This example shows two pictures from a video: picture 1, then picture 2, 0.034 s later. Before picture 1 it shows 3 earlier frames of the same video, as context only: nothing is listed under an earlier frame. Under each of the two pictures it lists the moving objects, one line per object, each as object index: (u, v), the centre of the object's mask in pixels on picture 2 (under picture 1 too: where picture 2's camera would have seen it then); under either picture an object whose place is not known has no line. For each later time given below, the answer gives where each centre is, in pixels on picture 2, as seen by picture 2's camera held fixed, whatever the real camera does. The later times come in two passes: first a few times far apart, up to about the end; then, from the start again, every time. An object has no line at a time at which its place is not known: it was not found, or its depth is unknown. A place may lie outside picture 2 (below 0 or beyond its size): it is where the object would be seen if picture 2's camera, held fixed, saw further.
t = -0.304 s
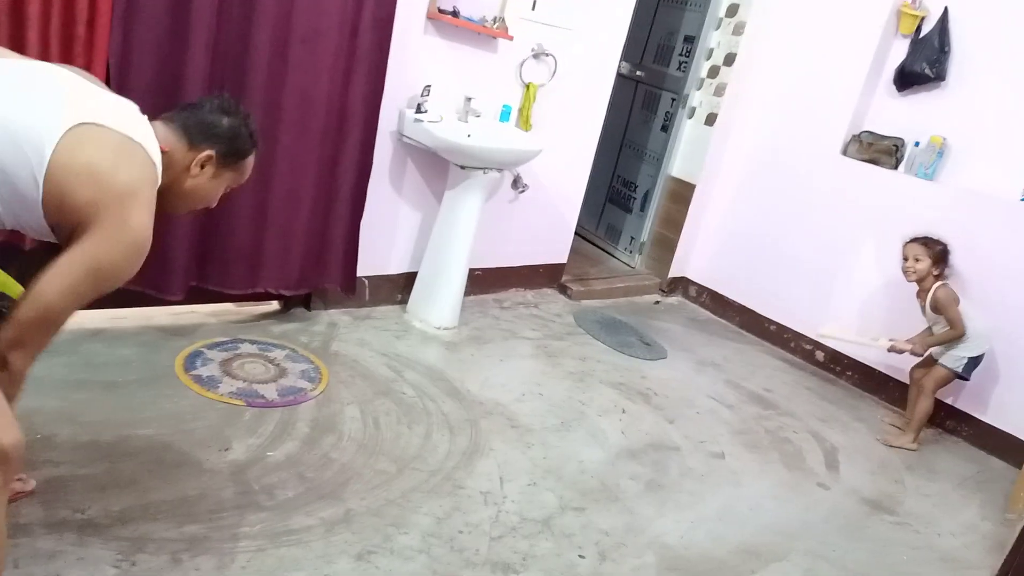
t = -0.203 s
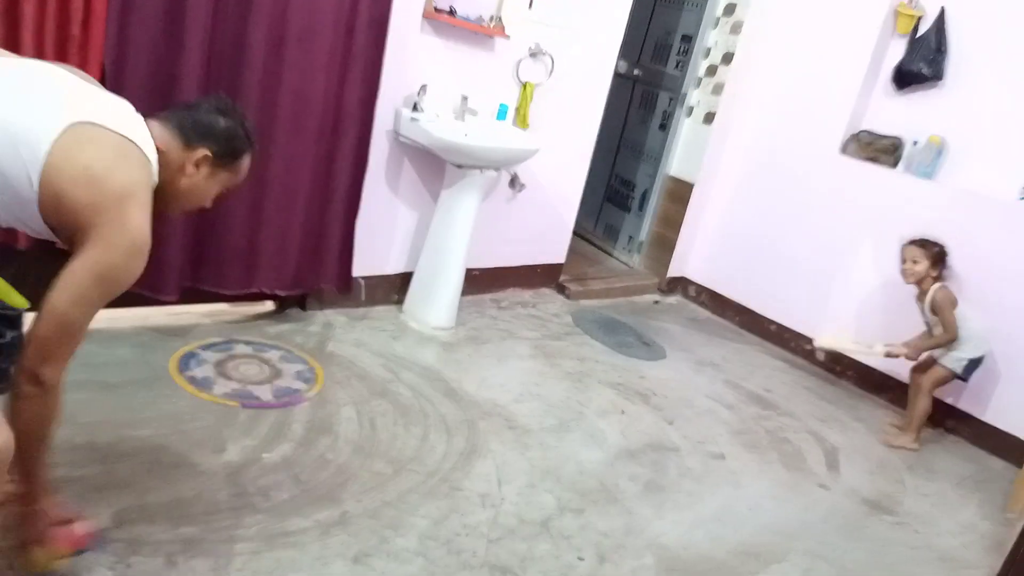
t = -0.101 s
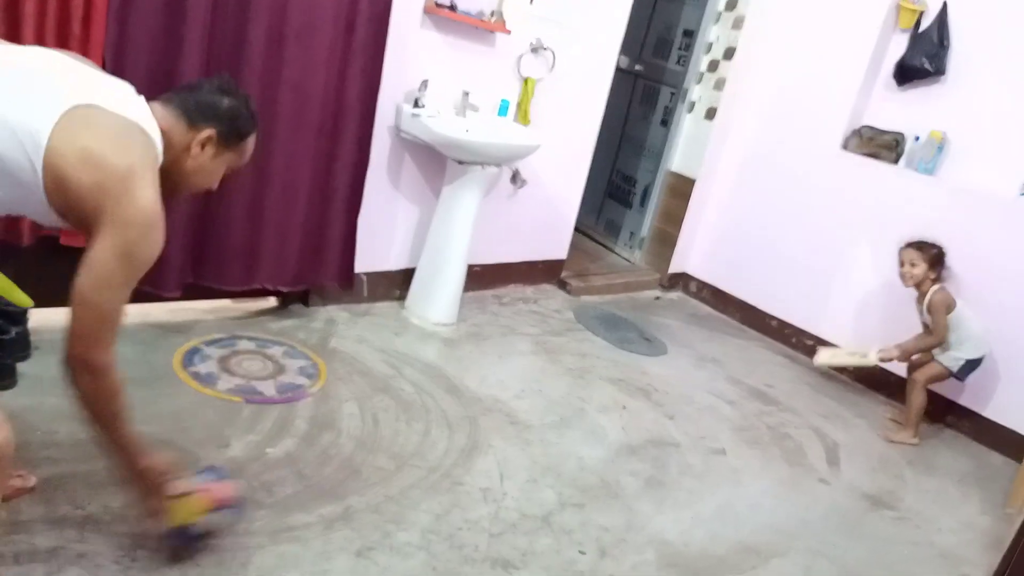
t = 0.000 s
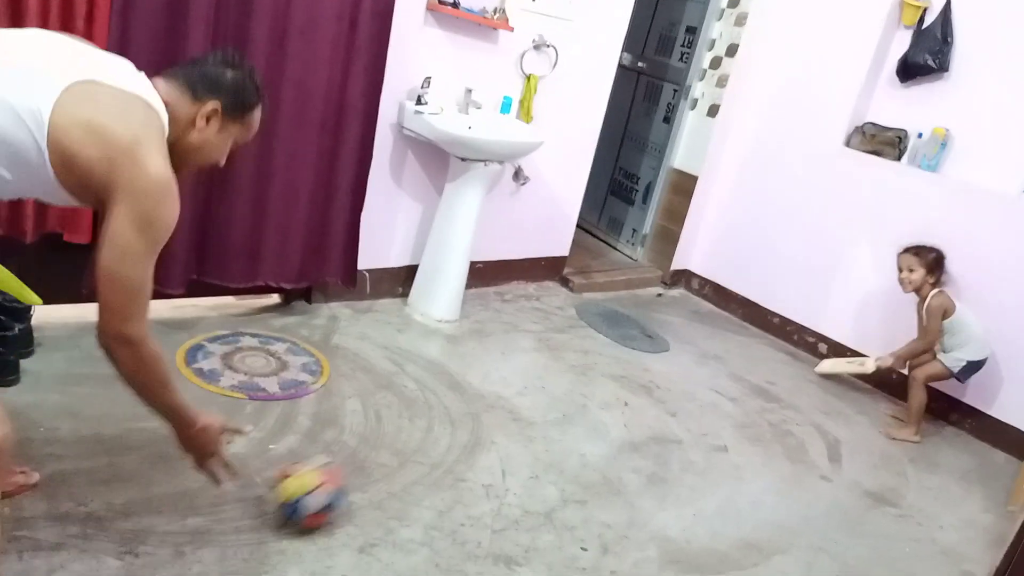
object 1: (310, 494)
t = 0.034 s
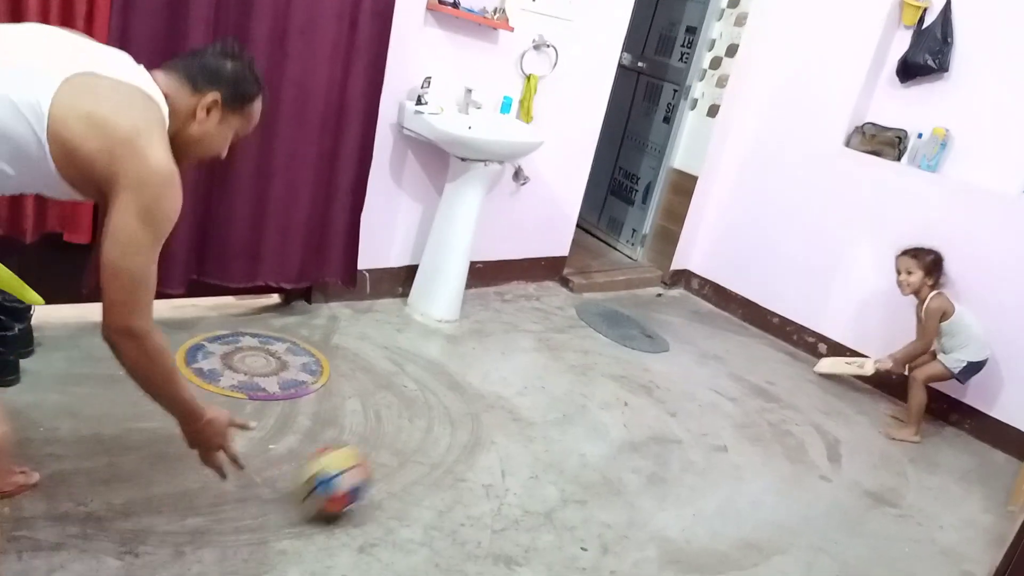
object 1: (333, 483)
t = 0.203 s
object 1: (433, 465)
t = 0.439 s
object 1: (532, 436)
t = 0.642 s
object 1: (599, 419)
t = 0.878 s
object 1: (665, 412)
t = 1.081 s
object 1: (715, 403)
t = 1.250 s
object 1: (754, 398)
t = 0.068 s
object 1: (357, 472)
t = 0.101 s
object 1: (376, 466)
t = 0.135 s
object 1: (398, 461)
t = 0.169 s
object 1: (415, 463)
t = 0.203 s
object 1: (433, 465)
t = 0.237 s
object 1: (450, 457)
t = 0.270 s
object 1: (465, 447)
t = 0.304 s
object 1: (481, 443)
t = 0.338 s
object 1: (493, 443)
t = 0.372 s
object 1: (505, 443)
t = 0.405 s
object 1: (518, 443)
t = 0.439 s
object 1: (532, 436)
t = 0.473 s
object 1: (543, 431)
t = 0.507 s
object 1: (554, 429)
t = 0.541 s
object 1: (565, 429)
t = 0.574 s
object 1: (576, 430)
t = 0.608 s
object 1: (588, 423)
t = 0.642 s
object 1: (599, 419)
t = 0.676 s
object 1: (609, 418)
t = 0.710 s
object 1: (618, 420)
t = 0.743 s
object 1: (627, 418)
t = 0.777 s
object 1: (639, 412)
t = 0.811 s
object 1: (647, 412)
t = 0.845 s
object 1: (655, 413)
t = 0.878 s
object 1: (665, 412)
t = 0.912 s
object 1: (673, 409)
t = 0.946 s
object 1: (682, 408)
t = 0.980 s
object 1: (691, 407)
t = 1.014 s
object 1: (699, 405)
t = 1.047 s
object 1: (708, 402)
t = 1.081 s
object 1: (715, 403)
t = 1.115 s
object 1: (723, 403)
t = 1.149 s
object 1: (731, 400)
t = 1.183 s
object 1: (740, 399)
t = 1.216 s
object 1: (746, 400)
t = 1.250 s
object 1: (754, 398)
